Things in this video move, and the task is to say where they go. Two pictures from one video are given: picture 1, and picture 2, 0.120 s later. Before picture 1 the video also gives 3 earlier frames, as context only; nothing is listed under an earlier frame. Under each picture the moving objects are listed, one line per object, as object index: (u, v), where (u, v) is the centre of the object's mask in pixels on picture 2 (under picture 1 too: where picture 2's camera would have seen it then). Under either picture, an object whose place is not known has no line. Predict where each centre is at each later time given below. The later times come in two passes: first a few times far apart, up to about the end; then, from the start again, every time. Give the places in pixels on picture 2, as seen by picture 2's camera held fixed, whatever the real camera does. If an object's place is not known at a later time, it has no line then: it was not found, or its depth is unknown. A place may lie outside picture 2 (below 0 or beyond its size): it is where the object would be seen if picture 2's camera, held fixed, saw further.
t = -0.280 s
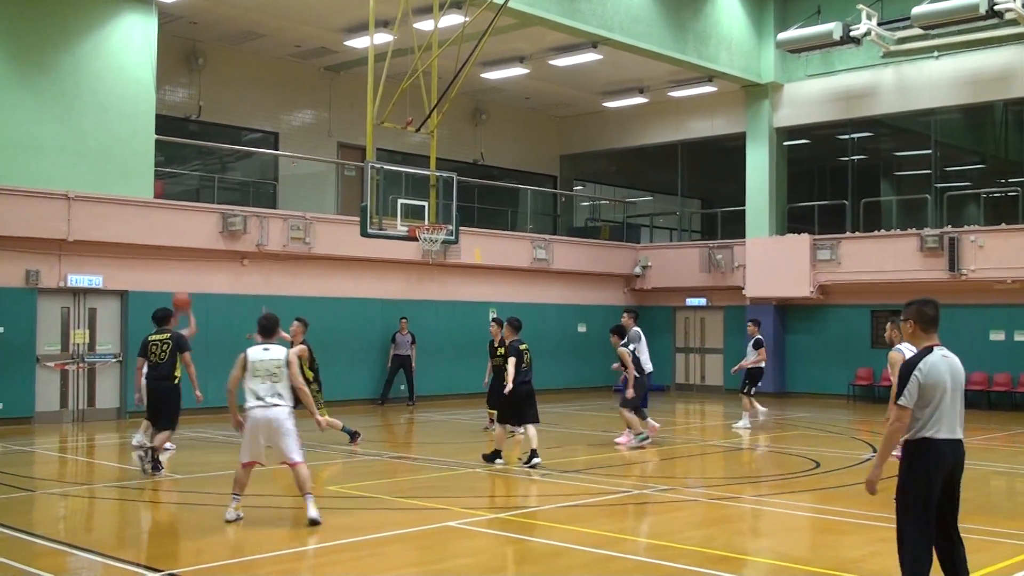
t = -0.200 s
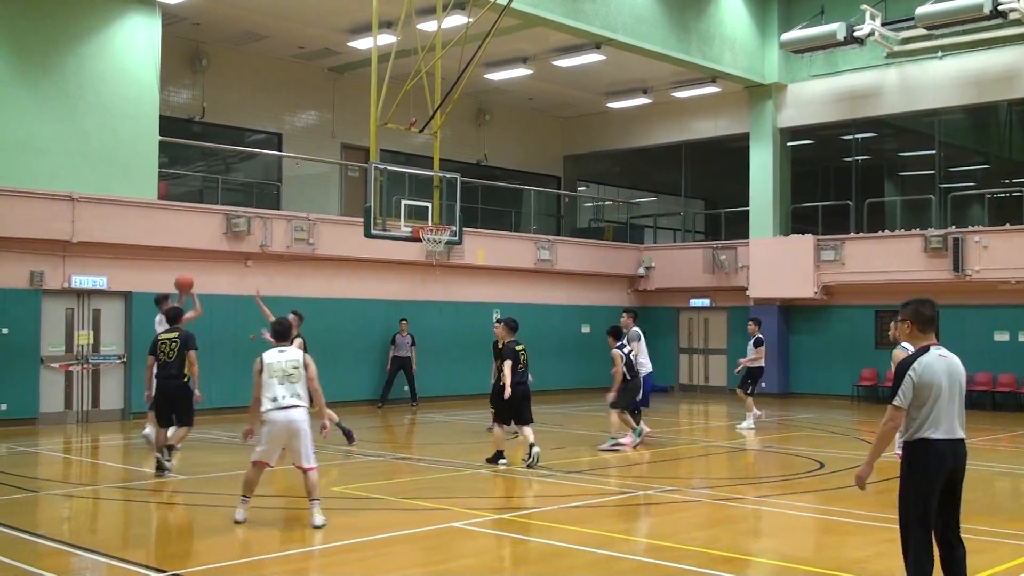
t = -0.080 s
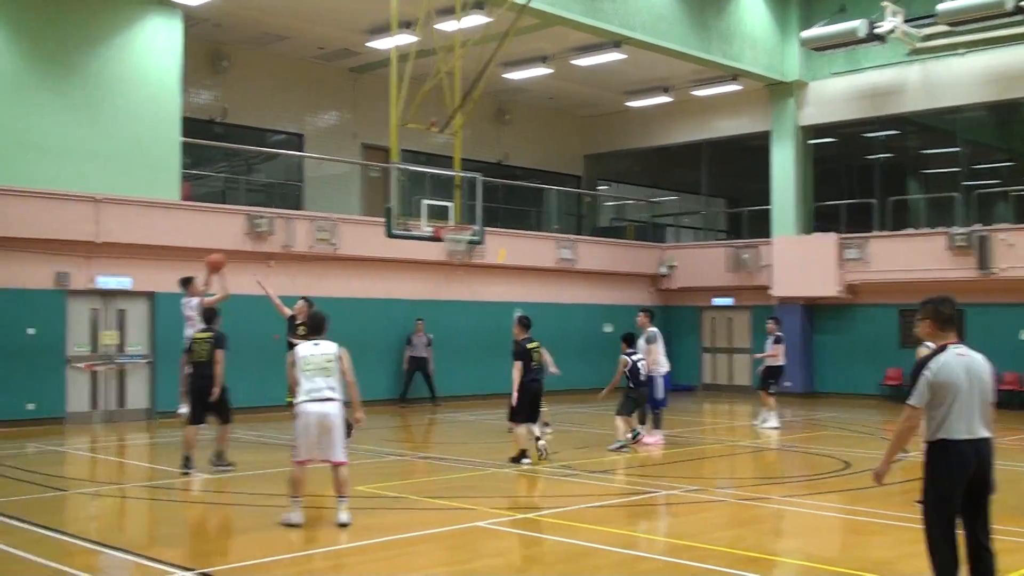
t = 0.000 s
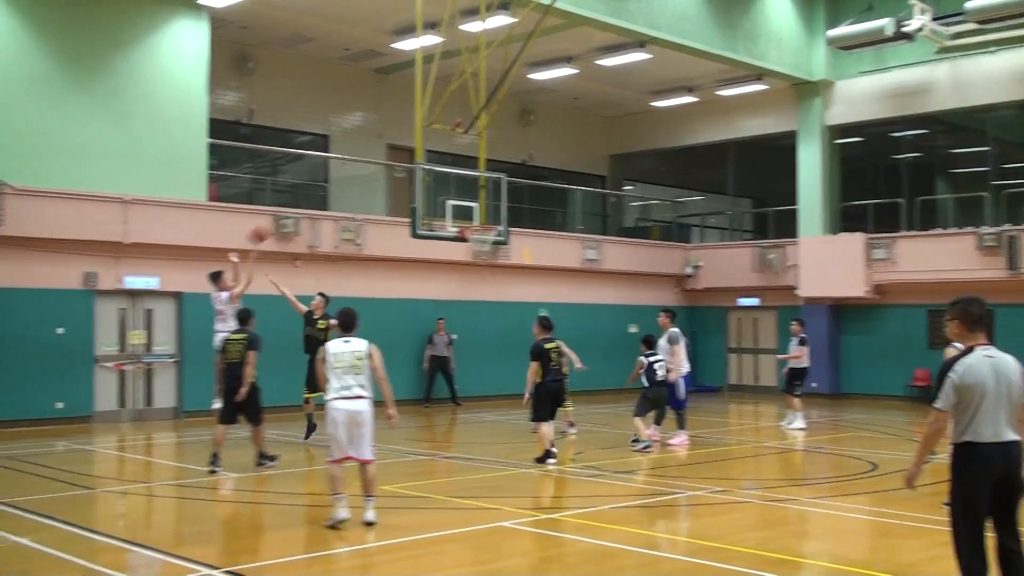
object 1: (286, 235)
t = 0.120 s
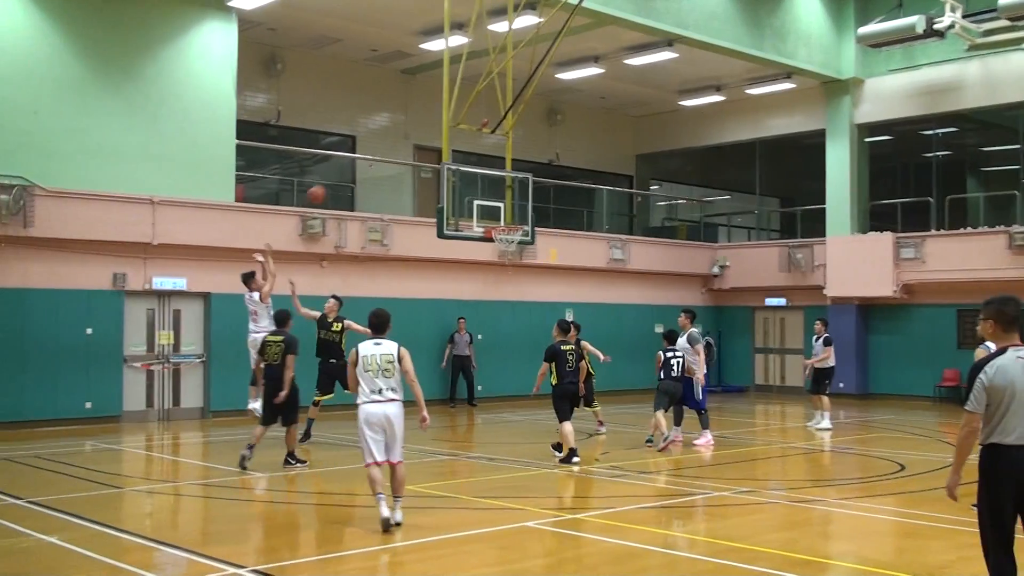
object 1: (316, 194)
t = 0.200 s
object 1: (336, 174)
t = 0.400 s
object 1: (385, 146)
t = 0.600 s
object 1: (430, 144)
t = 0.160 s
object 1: (327, 184)
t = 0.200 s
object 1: (336, 174)
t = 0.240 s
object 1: (346, 166)
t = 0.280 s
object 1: (356, 160)
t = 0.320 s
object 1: (366, 154)
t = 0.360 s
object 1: (376, 149)
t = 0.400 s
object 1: (385, 146)
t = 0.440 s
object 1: (394, 143)
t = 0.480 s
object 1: (403, 142)
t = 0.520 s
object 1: (411, 141)
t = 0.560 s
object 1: (420, 142)
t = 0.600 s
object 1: (430, 144)
